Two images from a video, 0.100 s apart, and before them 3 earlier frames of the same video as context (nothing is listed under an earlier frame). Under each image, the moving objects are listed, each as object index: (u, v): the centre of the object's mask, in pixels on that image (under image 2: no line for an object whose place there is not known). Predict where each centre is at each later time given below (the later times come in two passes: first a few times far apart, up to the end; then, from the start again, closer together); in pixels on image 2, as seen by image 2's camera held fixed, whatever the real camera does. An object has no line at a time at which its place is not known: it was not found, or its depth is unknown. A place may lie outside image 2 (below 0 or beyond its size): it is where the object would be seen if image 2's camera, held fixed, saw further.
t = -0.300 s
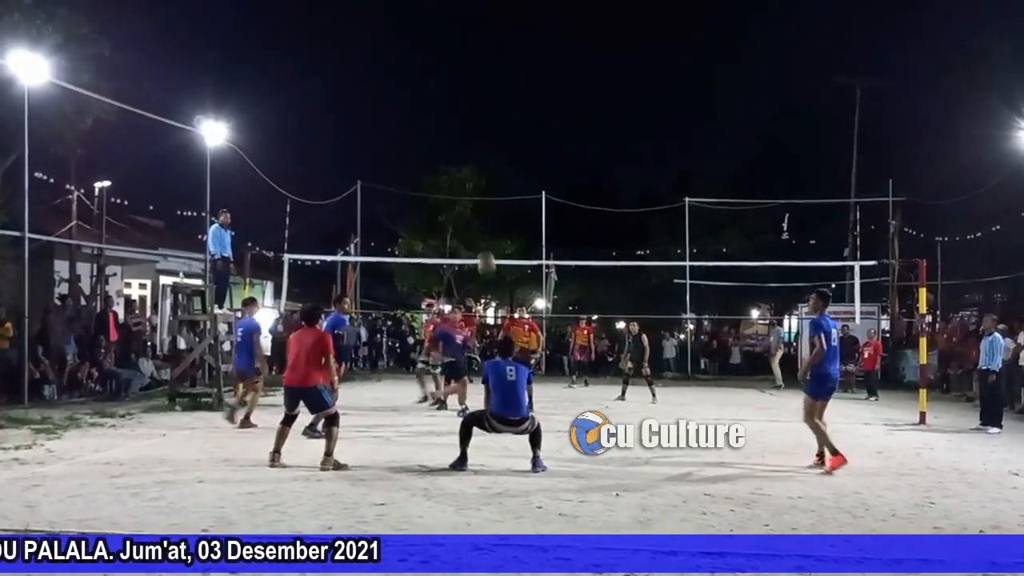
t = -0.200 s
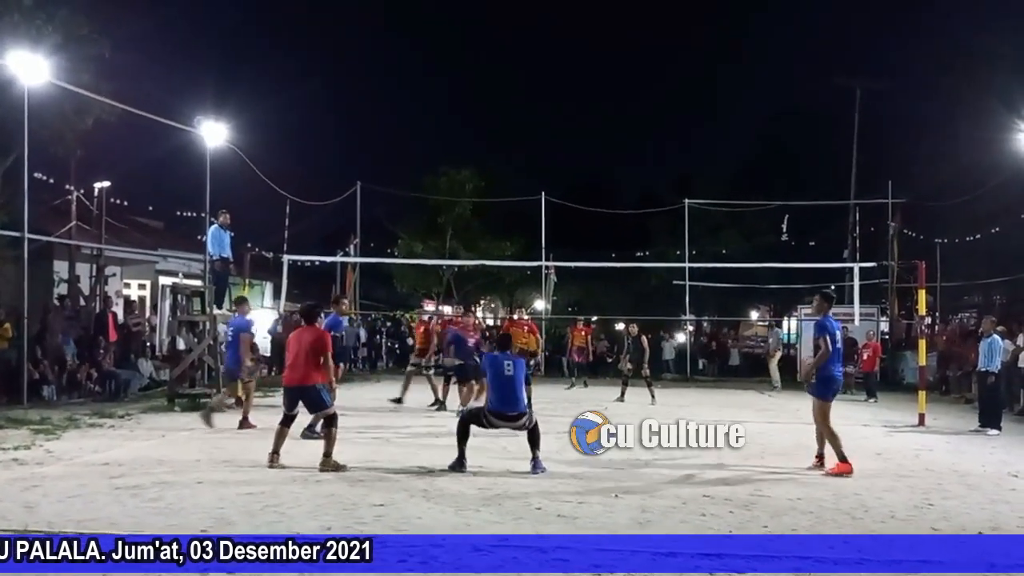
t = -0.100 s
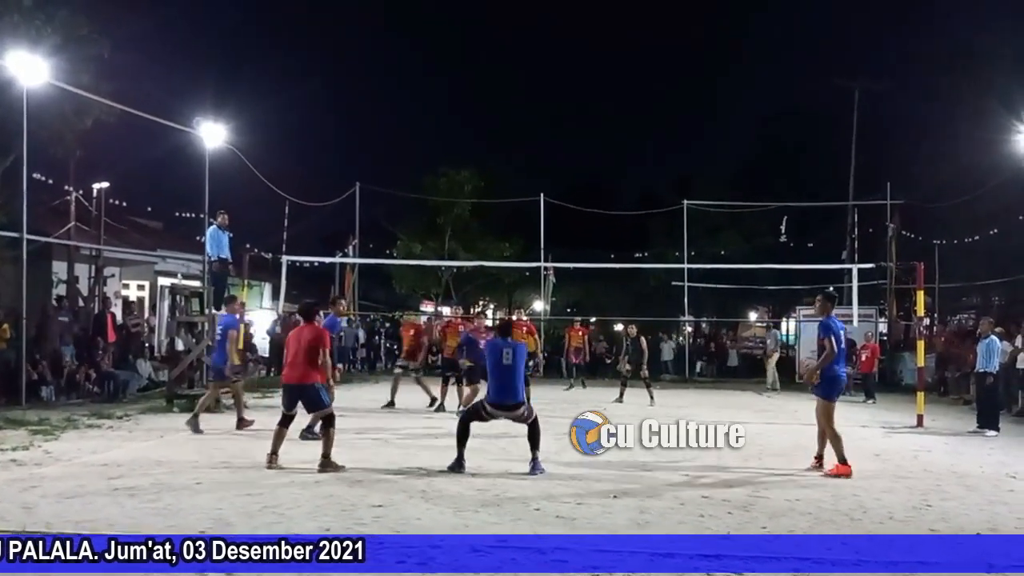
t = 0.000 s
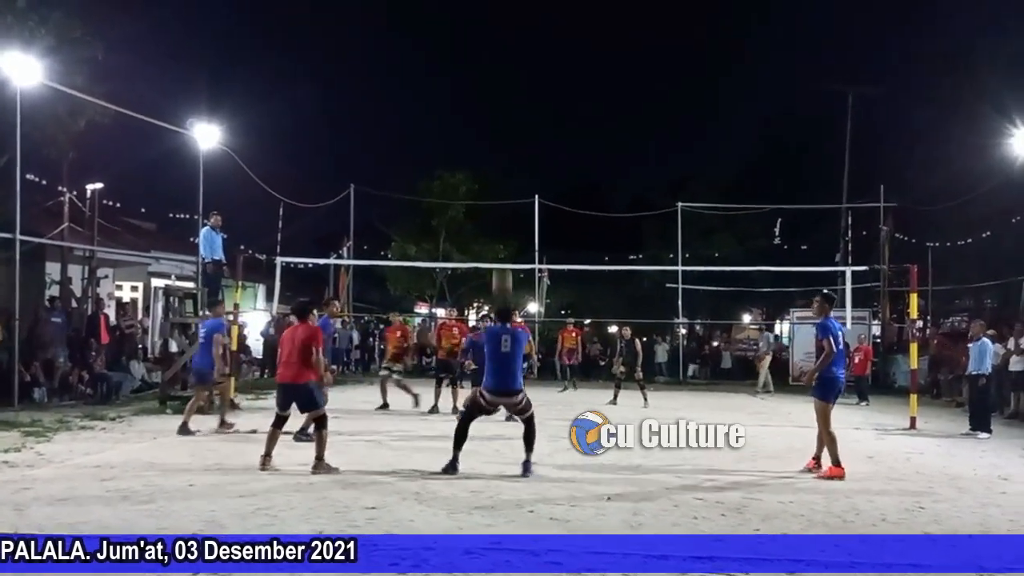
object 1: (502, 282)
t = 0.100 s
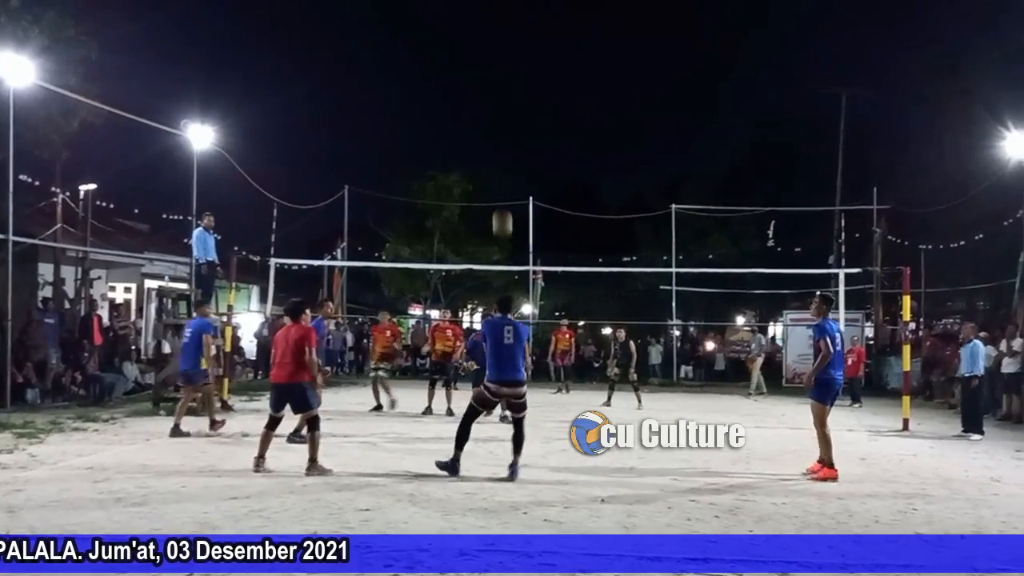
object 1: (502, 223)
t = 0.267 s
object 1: (511, 151)
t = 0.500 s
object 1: (522, 100)
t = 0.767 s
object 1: (532, 99)
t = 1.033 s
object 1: (539, 148)
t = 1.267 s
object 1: (544, 223)
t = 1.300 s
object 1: (545, 236)
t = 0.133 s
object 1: (504, 207)
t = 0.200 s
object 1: (508, 176)
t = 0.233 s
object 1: (509, 163)
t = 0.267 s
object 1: (511, 151)
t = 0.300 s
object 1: (512, 141)
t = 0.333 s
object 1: (514, 131)
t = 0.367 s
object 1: (516, 123)
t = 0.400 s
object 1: (517, 116)
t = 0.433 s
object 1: (519, 109)
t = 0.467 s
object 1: (520, 104)
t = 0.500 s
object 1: (522, 100)
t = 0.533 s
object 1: (523, 96)
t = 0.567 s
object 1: (525, 94)
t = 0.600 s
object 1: (526, 92)
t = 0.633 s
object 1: (527, 91)
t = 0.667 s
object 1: (528, 92)
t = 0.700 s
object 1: (530, 94)
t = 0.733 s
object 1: (530, 96)
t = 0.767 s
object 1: (532, 99)
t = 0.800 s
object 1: (533, 103)
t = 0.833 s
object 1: (534, 107)
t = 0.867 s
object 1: (535, 112)
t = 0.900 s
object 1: (536, 118)
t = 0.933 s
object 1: (537, 124)
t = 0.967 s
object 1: (537, 131)
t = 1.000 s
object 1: (538, 139)
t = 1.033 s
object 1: (539, 148)
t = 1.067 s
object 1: (540, 157)
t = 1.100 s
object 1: (541, 166)
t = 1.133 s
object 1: (541, 177)
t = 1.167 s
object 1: (542, 188)
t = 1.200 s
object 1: (543, 200)
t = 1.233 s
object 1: (543, 211)
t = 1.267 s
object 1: (544, 223)
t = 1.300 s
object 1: (545, 236)
